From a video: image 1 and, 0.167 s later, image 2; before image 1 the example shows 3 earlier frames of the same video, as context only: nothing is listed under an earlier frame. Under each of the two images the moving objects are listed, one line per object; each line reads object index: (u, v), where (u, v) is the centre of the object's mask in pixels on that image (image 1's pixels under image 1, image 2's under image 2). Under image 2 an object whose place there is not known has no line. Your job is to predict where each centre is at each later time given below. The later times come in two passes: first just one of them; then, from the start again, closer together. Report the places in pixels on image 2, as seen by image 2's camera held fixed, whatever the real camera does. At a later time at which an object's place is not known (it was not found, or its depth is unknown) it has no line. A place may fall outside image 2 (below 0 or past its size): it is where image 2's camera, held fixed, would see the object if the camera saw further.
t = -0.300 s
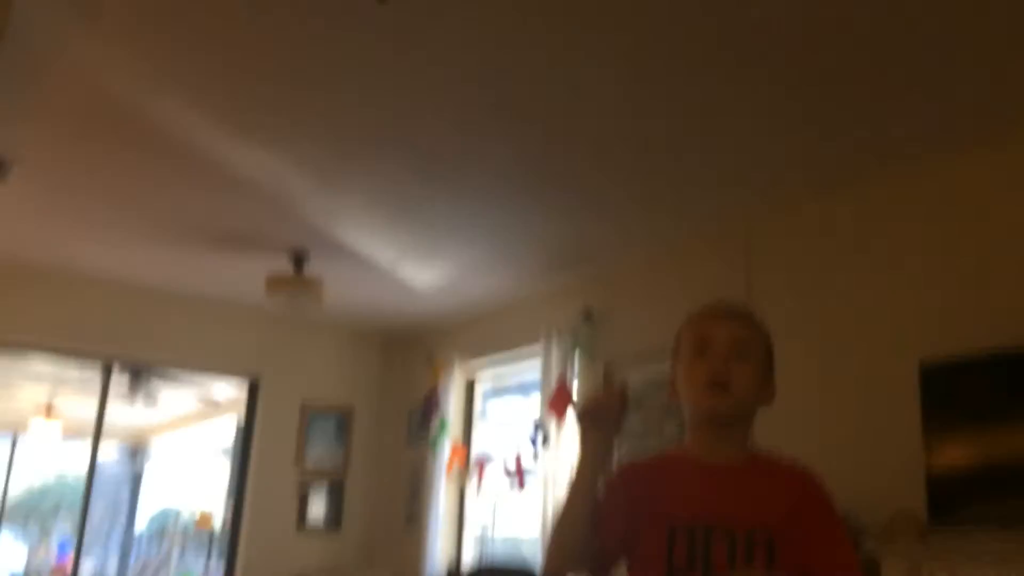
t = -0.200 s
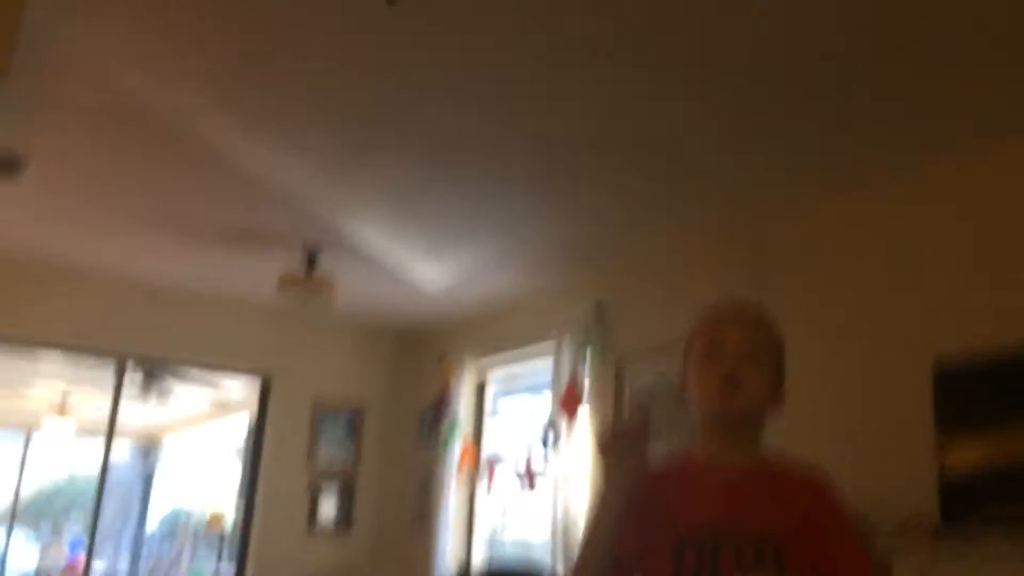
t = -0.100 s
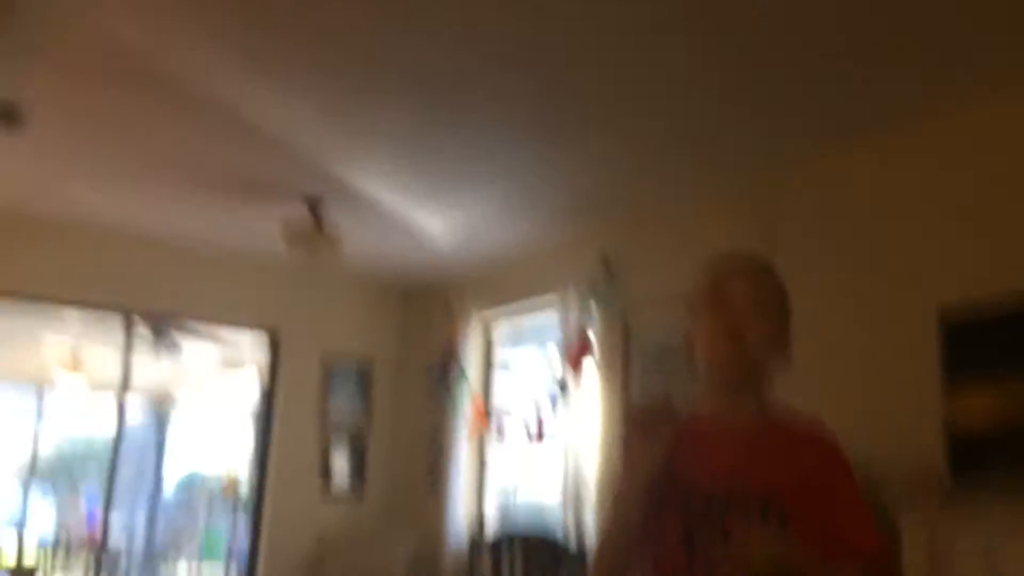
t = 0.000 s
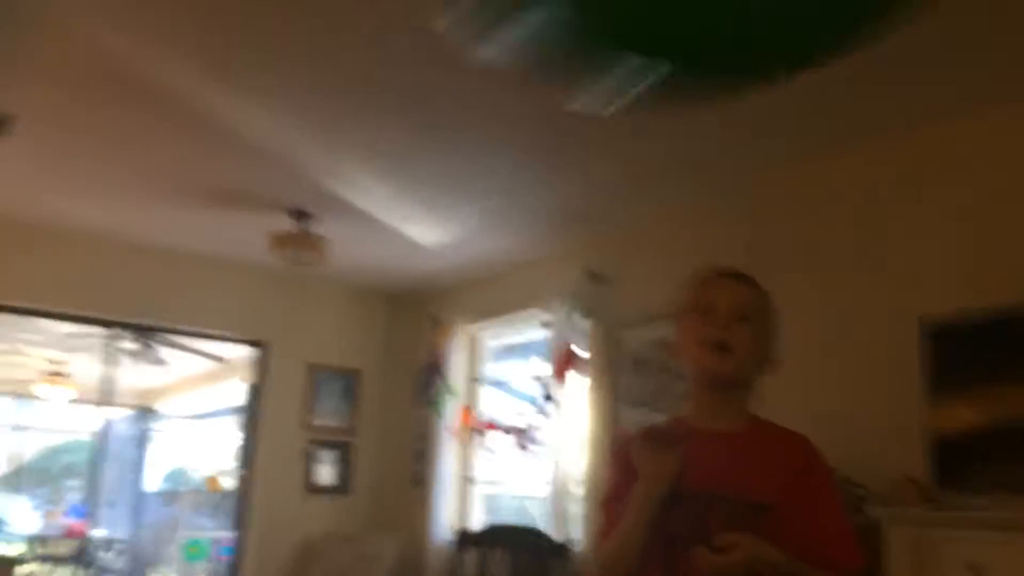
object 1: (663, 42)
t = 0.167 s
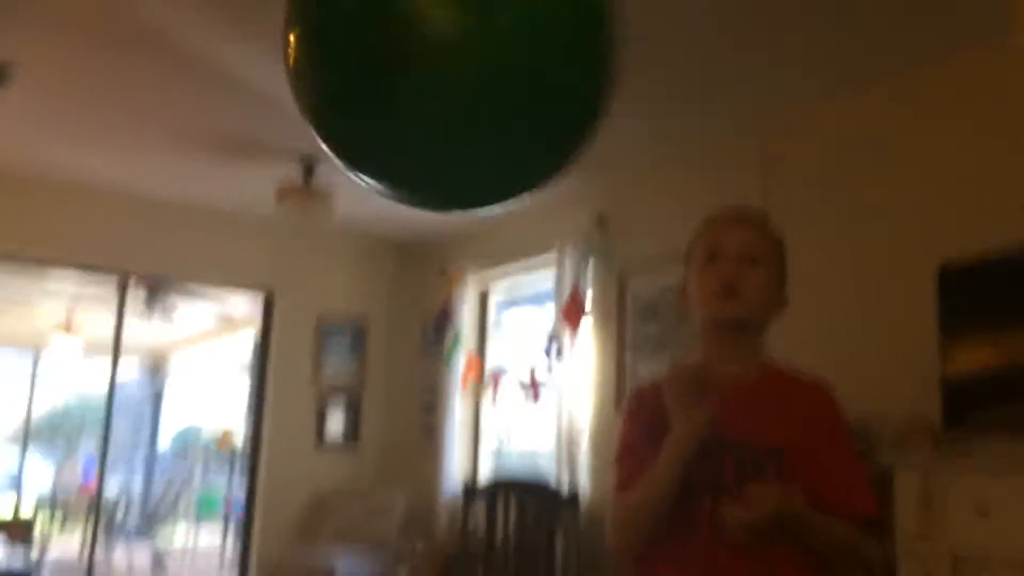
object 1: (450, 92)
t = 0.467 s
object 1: (291, 288)
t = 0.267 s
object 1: (392, 135)
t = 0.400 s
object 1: (324, 238)
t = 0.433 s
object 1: (308, 265)
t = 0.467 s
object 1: (291, 288)
